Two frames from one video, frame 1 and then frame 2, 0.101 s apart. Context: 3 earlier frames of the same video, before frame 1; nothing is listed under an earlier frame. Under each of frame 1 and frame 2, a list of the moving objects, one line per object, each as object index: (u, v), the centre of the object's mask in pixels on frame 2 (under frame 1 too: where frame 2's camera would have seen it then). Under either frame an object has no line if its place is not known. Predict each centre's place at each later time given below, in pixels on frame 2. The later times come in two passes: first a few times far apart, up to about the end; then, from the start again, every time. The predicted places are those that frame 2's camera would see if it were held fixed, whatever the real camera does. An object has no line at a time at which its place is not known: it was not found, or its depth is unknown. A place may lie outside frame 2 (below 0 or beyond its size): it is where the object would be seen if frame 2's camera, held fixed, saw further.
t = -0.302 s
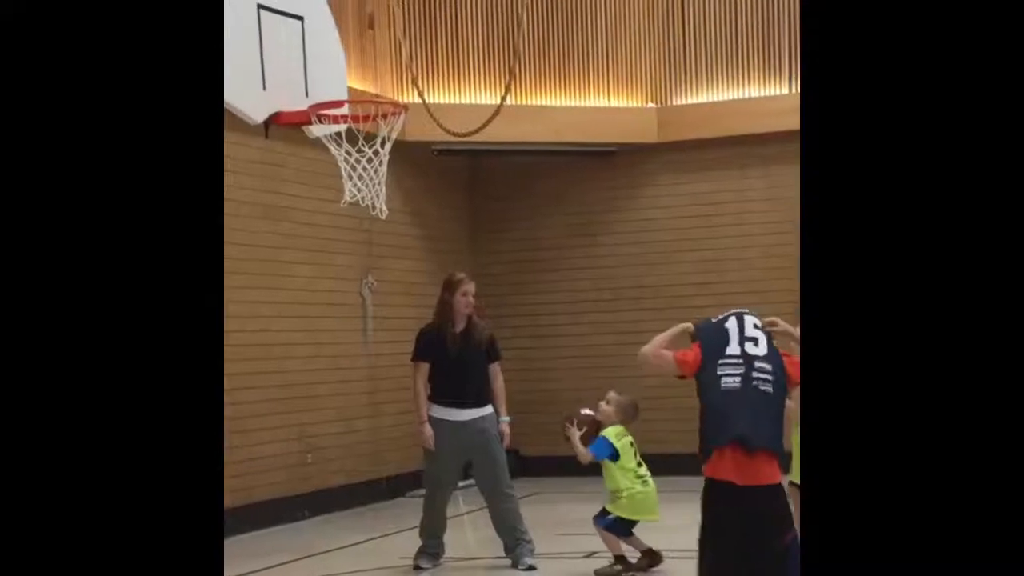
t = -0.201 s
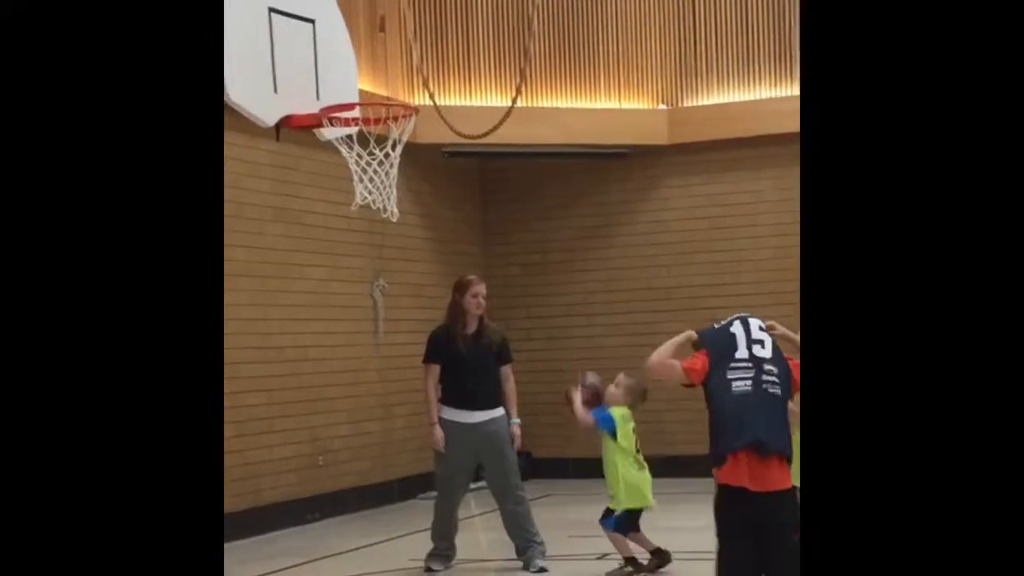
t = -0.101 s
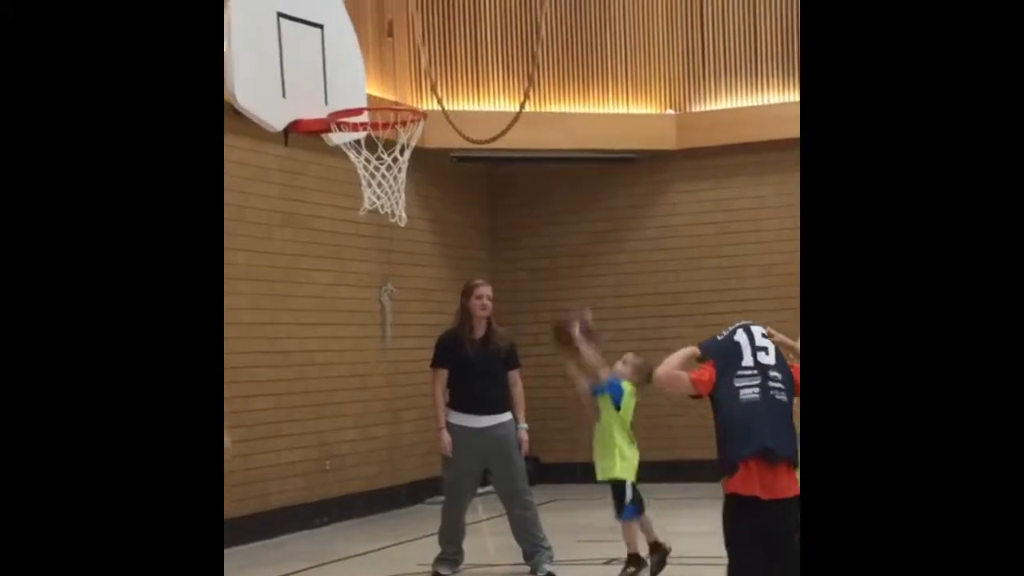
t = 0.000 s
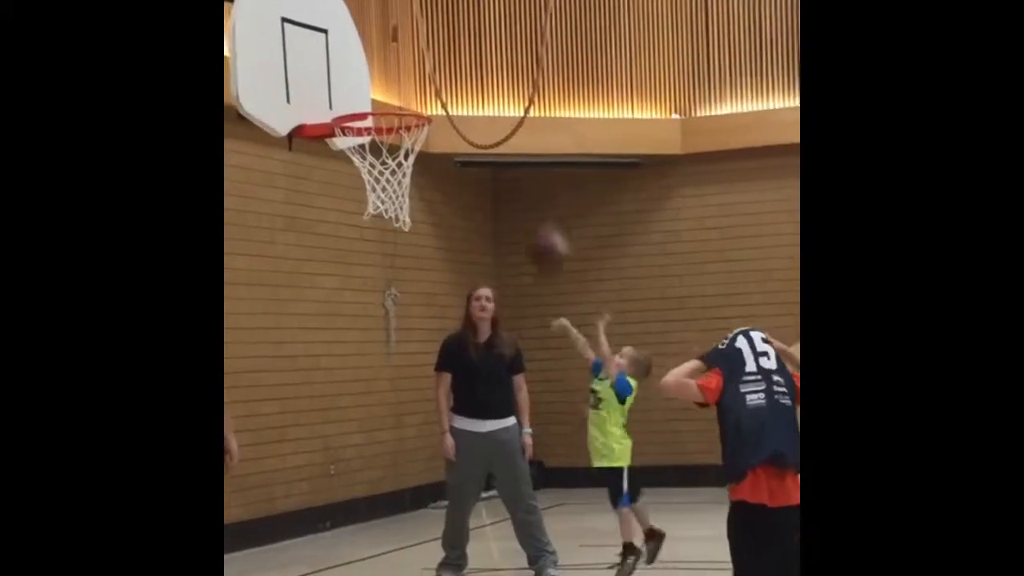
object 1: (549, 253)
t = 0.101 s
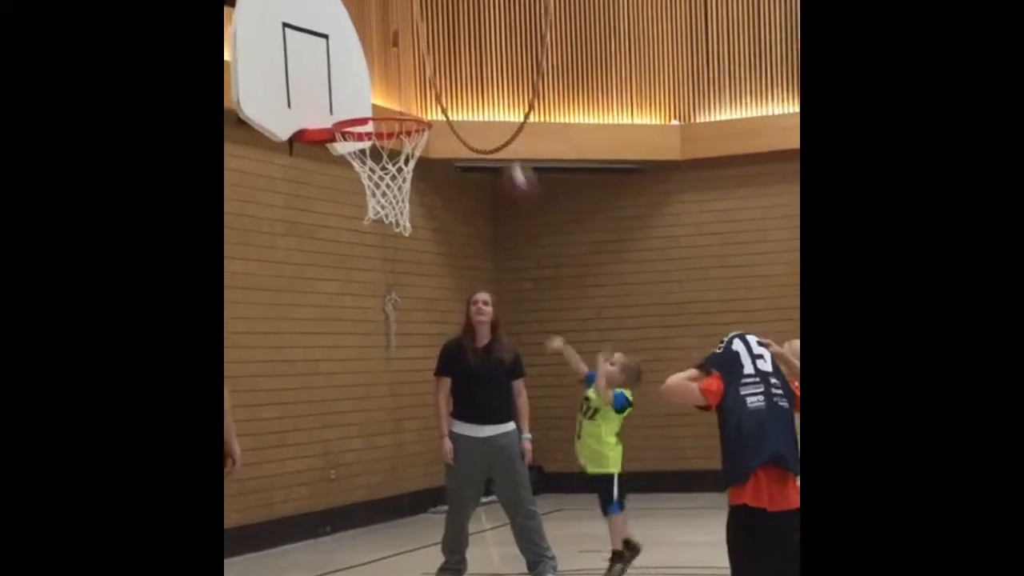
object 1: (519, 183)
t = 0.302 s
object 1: (457, 105)
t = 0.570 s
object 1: (384, 102)
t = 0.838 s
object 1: (357, 111)
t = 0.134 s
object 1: (509, 167)
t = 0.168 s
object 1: (498, 152)
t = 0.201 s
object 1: (487, 139)
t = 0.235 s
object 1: (478, 125)
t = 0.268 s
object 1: (468, 114)
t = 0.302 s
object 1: (457, 105)
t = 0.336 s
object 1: (448, 99)
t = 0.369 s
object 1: (438, 94)
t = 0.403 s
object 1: (428, 92)
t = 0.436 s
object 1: (418, 92)
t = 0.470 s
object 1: (409, 94)
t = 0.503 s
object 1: (399, 97)
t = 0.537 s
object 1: (389, 101)
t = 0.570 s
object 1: (384, 102)
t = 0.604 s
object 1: (380, 100)
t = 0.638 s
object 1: (377, 100)
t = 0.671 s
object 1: (374, 101)
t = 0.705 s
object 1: (371, 104)
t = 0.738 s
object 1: (367, 105)
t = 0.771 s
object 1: (364, 106)
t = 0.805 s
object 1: (359, 108)
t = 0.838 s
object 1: (357, 111)
